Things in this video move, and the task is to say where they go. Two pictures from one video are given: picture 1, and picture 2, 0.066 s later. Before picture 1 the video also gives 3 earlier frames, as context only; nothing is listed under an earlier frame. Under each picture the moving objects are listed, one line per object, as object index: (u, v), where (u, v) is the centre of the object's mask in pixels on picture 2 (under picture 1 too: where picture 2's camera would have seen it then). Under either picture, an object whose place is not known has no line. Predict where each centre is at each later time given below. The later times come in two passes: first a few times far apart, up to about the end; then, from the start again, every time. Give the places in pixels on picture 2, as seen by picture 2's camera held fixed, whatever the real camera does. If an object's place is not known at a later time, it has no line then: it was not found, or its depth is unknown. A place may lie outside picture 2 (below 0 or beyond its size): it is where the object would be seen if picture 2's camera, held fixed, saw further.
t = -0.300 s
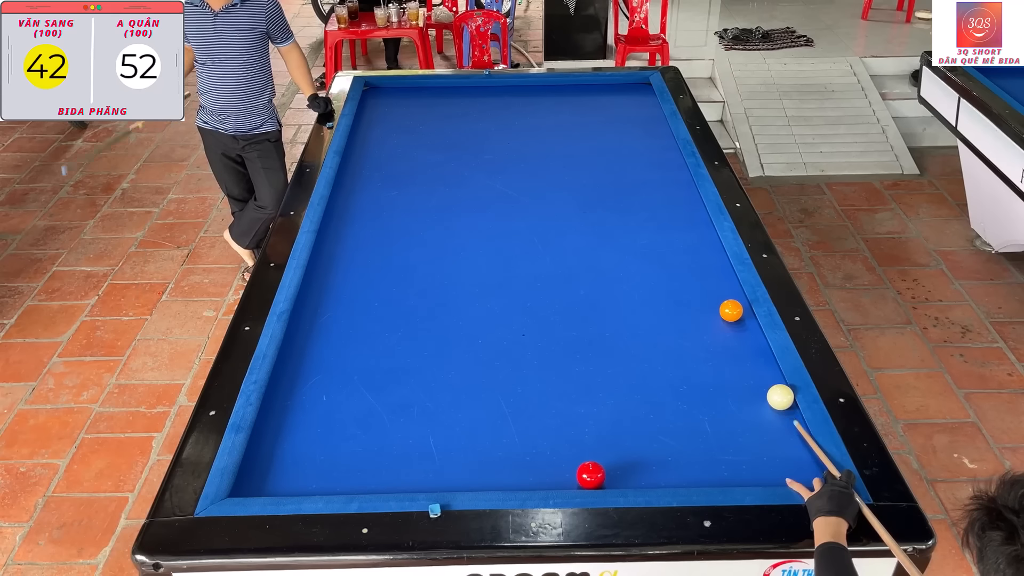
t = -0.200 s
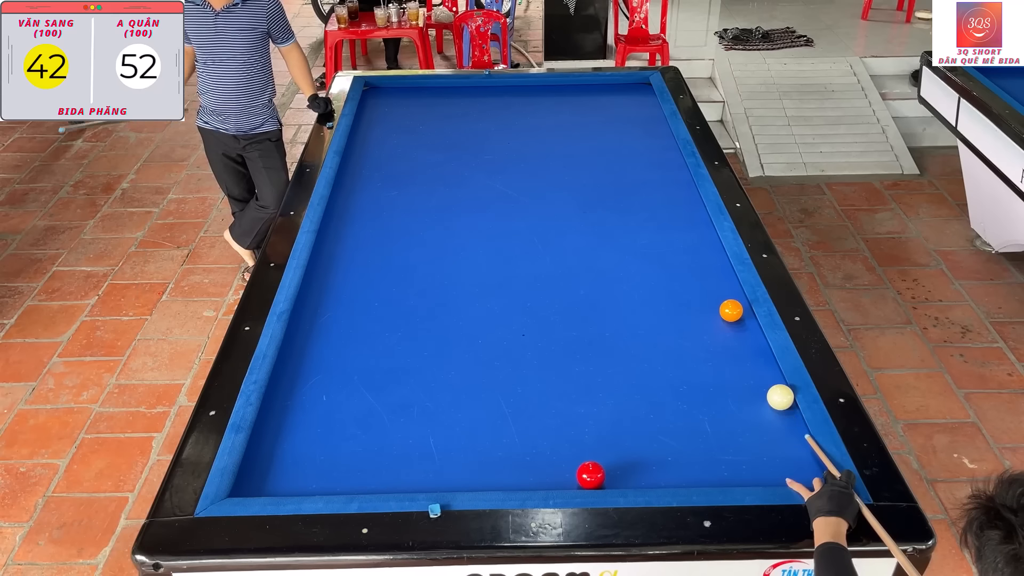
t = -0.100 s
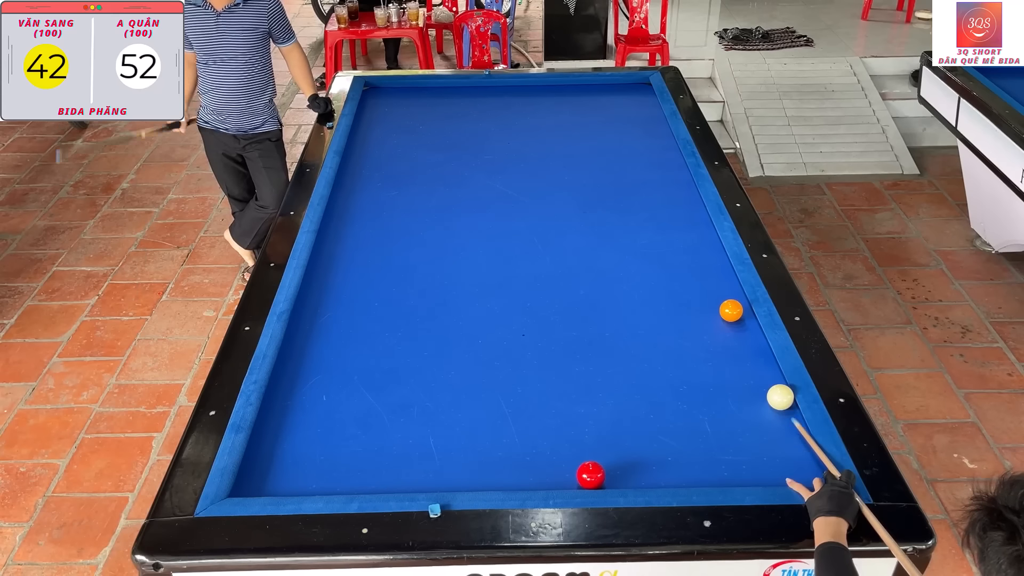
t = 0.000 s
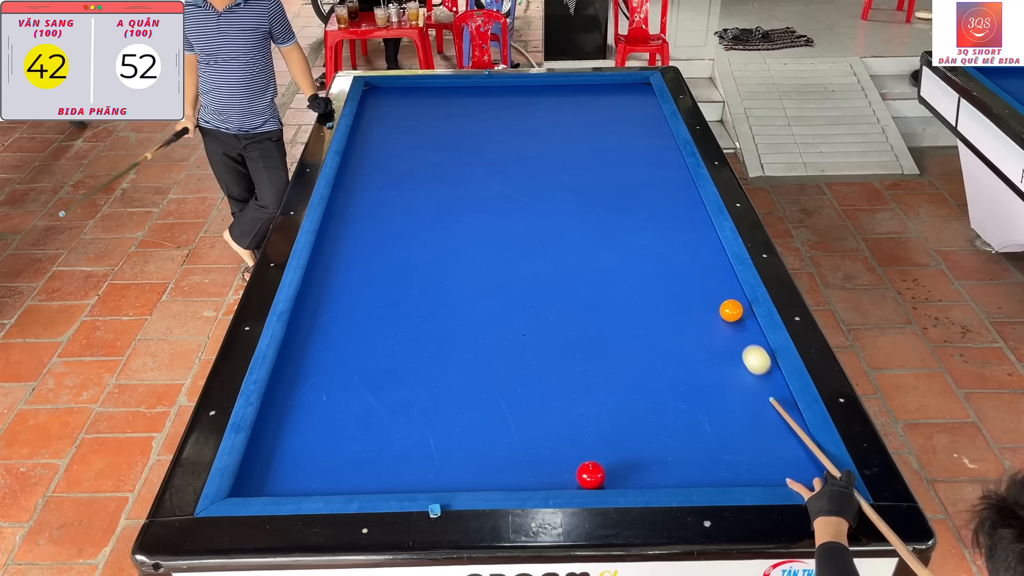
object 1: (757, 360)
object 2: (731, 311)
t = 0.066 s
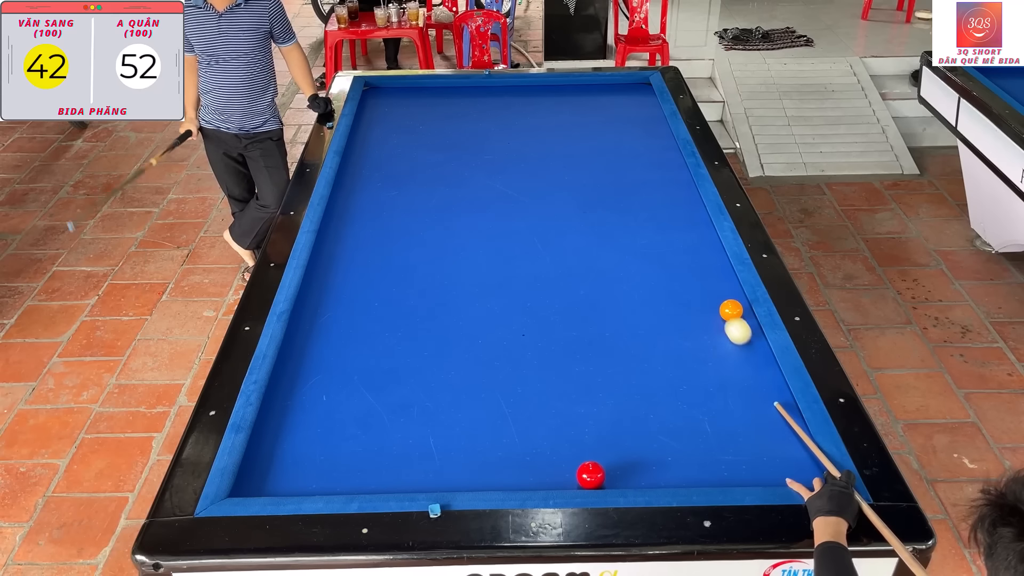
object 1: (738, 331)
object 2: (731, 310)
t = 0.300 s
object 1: (705, 326)
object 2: (712, 249)
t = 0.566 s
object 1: (686, 344)
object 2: (682, 201)
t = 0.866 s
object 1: (665, 365)
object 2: (655, 157)
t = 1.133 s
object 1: (646, 385)
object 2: (636, 125)
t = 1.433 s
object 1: (623, 407)
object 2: (617, 94)
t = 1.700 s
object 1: (603, 428)
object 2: (609, 90)
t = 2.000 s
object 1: (580, 451)
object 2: (604, 107)
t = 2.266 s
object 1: (556, 470)
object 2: (600, 122)
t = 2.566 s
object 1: (528, 480)
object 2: (595, 140)
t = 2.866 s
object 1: (505, 473)
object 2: (589, 159)
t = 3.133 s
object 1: (486, 466)
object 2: (584, 176)
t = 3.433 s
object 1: (467, 459)
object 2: (578, 198)
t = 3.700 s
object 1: (451, 454)
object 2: (573, 217)
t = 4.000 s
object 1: (435, 448)
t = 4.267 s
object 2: (561, 263)
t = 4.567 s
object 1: (408, 438)
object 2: (553, 290)
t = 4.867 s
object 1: (396, 433)
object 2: (545, 319)
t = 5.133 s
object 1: (387, 430)
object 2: (537, 346)
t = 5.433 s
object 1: (379, 426)
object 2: (527, 380)
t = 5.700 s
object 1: (373, 423)
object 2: (518, 412)
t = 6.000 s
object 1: (367, 420)
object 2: (507, 450)
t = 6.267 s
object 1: (363, 418)
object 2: (497, 481)
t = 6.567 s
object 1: (359, 416)
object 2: (490, 459)
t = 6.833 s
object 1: (356, 415)
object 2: (484, 441)
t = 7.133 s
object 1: (355, 414)
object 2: (479, 423)
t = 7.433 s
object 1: (355, 413)
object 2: (475, 406)
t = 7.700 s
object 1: (355, 413)
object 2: (471, 393)
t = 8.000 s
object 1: (355, 413)
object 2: (467, 379)
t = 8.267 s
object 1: (355, 413)
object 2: (464, 368)
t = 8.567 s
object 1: (355, 413)
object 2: (462, 358)
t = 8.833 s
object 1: (355, 413)
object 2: (459, 349)
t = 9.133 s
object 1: (355, 413)
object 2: (456, 341)
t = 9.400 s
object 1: (355, 413)
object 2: (454, 334)
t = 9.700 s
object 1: (355, 413)
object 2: (452, 328)
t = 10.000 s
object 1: (355, 413)
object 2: (449, 322)
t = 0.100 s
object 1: (731, 323)
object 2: (730, 303)
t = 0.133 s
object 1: (725, 323)
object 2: (728, 294)
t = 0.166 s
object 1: (721, 323)
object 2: (726, 284)
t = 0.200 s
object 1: (716, 323)
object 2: (724, 274)
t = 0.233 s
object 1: (712, 324)
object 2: (722, 265)
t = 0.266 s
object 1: (708, 325)
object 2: (717, 257)
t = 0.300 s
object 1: (705, 326)
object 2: (712, 249)
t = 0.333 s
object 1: (702, 328)
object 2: (707, 242)
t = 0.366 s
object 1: (699, 330)
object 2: (703, 236)
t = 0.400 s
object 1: (697, 332)
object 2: (699, 230)
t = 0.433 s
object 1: (695, 334)
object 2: (696, 224)
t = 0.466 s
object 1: (692, 337)
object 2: (692, 218)
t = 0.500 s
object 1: (690, 339)
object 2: (689, 212)
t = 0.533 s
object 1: (688, 341)
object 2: (685, 206)
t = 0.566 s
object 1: (686, 344)
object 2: (682, 201)
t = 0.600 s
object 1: (683, 346)
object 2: (678, 196)
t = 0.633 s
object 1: (681, 348)
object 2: (675, 190)
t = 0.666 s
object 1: (679, 351)
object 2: (672, 186)
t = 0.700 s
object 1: (676, 353)
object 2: (669, 180)
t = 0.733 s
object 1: (674, 356)
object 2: (666, 176)
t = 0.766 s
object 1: (672, 358)
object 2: (664, 171)
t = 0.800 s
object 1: (669, 360)
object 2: (661, 166)
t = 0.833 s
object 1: (667, 363)
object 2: (658, 162)
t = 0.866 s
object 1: (665, 365)
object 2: (655, 157)
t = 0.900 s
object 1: (662, 367)
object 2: (653, 153)
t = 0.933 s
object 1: (660, 370)
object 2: (650, 149)
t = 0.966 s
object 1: (657, 372)
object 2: (648, 144)
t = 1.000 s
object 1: (655, 375)
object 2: (645, 140)
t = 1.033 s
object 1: (653, 377)
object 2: (643, 136)
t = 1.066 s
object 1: (650, 380)
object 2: (640, 132)
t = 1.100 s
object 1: (648, 382)
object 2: (638, 128)
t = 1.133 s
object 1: (646, 385)
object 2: (636, 125)
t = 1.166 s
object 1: (643, 387)
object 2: (634, 121)
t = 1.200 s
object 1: (641, 389)
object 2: (631, 117)
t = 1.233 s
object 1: (638, 392)
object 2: (629, 114)
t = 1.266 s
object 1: (636, 394)
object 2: (627, 110)
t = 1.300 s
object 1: (633, 397)
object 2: (625, 107)
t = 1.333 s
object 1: (631, 400)
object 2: (623, 103)
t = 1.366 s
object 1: (628, 402)
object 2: (621, 100)
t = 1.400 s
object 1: (626, 405)
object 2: (619, 97)
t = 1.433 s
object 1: (623, 407)
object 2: (617, 94)
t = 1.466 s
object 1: (621, 410)
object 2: (615, 91)
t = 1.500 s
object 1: (618, 412)
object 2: (613, 87)
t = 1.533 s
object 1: (616, 415)
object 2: (612, 84)
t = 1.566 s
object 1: (613, 417)
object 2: (610, 82)
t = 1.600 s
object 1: (611, 420)
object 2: (610, 83)
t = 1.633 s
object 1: (608, 423)
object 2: (609, 86)
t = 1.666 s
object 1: (606, 425)
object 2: (609, 88)
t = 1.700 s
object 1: (603, 428)
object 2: (609, 90)
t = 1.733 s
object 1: (600, 430)
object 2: (608, 93)
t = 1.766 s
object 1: (598, 433)
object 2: (608, 95)
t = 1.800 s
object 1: (595, 436)
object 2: (608, 96)
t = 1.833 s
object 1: (593, 438)
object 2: (607, 98)
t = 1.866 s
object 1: (590, 441)
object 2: (606, 100)
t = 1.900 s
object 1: (588, 443)
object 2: (606, 102)
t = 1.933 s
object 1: (585, 446)
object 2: (605, 104)
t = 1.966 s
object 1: (582, 449)
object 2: (605, 105)
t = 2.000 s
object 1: (580, 451)
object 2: (604, 107)
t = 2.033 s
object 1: (577, 454)
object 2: (604, 109)
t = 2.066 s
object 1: (574, 456)
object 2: (604, 111)
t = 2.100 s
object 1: (571, 459)
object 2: (603, 113)
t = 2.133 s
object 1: (568, 461)
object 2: (602, 115)
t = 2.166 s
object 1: (565, 463)
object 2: (602, 117)
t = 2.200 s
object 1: (562, 466)
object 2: (601, 119)
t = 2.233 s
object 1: (559, 468)
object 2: (601, 120)
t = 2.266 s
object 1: (556, 470)
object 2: (600, 122)
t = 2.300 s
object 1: (553, 472)
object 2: (600, 124)
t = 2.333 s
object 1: (549, 474)
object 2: (599, 126)
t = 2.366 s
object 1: (546, 476)
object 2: (599, 128)
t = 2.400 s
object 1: (543, 477)
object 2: (598, 130)
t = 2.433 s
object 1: (540, 479)
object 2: (597, 132)
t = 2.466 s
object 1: (537, 480)
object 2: (597, 134)
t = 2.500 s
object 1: (533, 481)
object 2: (596, 136)
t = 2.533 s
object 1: (530, 480)
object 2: (596, 138)
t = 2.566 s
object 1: (528, 480)
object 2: (595, 140)
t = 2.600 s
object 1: (525, 479)
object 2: (594, 142)
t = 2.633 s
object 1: (523, 478)
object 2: (594, 144)
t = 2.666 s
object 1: (520, 478)
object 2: (593, 146)
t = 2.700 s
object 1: (517, 477)
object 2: (593, 148)
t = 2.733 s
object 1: (515, 477)
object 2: (592, 150)
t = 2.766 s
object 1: (513, 475)
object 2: (591, 152)
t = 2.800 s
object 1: (510, 475)
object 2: (591, 155)
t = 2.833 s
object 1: (508, 474)
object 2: (590, 157)
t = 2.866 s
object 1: (505, 473)
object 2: (589, 159)
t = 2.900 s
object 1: (503, 472)
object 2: (589, 161)
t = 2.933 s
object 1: (500, 471)
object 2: (588, 163)
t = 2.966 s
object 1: (498, 470)
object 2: (588, 165)
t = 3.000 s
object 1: (496, 469)
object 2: (587, 167)
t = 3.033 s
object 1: (493, 469)
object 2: (586, 170)
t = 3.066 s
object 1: (491, 468)
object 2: (586, 172)
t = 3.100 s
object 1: (489, 467)
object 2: (585, 174)
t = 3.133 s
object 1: (486, 466)
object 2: (584, 176)
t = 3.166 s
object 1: (484, 465)
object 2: (584, 178)
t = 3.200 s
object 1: (482, 465)
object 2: (583, 181)
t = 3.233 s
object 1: (480, 464)
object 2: (582, 183)
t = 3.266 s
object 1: (478, 463)
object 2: (582, 185)
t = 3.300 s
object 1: (475, 462)
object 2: (581, 188)
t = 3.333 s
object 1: (473, 461)
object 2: (580, 190)
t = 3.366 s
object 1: (471, 461)
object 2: (580, 193)
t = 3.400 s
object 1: (469, 460)
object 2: (579, 195)
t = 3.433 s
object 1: (467, 459)
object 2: (578, 198)
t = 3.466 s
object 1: (465, 458)
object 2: (578, 200)
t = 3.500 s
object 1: (463, 458)
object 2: (577, 202)
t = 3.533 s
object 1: (461, 457)
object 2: (577, 205)
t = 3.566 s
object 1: (459, 456)
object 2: (576, 207)
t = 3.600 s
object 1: (457, 455)
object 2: (575, 210)
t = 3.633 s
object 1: (455, 455)
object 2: (574, 212)
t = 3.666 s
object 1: (453, 454)
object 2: (574, 215)
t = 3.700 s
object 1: (451, 454)
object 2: (573, 217)
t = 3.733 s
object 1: (449, 453)
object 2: (572, 220)
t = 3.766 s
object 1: (447, 452)
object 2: (572, 223)
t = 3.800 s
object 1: (445, 451)
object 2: (571, 225)
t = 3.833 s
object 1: (444, 451)
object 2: (570, 228)
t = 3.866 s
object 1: (442, 450)
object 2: (569, 229)
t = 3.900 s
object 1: (440, 450)
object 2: (569, 227)
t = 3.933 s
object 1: (438, 449)
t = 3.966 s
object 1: (436, 448)
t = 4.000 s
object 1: (435, 448)
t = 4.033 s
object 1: (433, 447)
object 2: (571, 239)
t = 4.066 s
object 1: (431, 446)
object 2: (568, 245)
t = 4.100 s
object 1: (425, 446)
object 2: (564, 249)
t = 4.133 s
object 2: (564, 252)
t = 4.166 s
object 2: (563, 255)
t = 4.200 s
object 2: (562, 258)
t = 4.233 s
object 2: (561, 260)
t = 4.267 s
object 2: (561, 263)
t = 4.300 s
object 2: (560, 266)
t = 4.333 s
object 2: (559, 269)
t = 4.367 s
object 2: (558, 272)
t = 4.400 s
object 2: (557, 275)
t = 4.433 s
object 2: (556, 278)
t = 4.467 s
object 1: (414, 430)
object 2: (556, 281)
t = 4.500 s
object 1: (412, 434)
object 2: (555, 284)
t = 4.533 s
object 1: (410, 437)
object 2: (554, 287)
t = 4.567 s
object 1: (408, 438)
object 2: (553, 290)
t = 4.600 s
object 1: (407, 437)
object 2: (552, 293)
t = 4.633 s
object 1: (405, 437)
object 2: (551, 297)
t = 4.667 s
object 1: (404, 436)
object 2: (550, 300)
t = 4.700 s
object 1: (403, 436)
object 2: (549, 303)
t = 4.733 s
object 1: (401, 435)
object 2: (548, 306)
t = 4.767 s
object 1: (400, 435)
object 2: (548, 309)
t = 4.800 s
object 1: (399, 434)
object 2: (547, 312)
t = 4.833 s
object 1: (397, 434)
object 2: (546, 316)
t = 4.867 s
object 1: (396, 433)
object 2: (545, 319)
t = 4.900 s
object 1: (395, 433)
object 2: (544, 322)
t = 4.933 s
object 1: (394, 432)
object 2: (543, 326)
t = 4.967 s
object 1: (393, 432)
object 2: (542, 329)
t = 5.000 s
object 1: (392, 432)
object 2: (541, 332)
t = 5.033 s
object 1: (391, 431)
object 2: (540, 336)
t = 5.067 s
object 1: (390, 431)
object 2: (539, 339)
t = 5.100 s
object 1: (388, 430)
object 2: (538, 343)
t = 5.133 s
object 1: (387, 430)
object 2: (537, 346)
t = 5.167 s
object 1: (386, 429)
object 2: (536, 350)
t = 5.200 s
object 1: (386, 429)
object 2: (535, 354)
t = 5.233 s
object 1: (385, 428)
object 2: (534, 357)
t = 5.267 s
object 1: (384, 428)
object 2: (533, 361)
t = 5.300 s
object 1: (383, 427)
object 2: (532, 365)
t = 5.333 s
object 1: (382, 427)
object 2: (531, 368)
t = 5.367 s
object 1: (381, 426)
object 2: (529, 372)
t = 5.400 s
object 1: (380, 426)
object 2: (528, 376)
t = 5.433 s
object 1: (379, 426)
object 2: (527, 380)
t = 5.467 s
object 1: (378, 425)
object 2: (526, 384)
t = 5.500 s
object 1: (377, 425)
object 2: (525, 388)
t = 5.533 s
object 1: (377, 425)
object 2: (524, 392)
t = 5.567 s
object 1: (376, 424)
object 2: (523, 395)
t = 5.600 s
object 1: (375, 424)
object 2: (522, 400)
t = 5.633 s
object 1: (374, 424)
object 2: (520, 404)
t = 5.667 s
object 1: (374, 423)
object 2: (520, 408)
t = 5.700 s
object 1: (373, 423)
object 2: (518, 412)
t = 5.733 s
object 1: (372, 423)
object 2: (517, 416)
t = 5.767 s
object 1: (371, 422)
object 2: (516, 420)
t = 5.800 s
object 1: (371, 422)
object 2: (515, 424)
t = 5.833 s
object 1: (370, 422)
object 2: (513, 429)
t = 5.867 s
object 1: (370, 421)
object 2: (512, 433)
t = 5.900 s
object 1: (369, 421)
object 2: (511, 437)
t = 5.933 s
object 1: (368, 420)
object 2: (510, 441)
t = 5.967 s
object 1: (368, 420)
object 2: (508, 446)
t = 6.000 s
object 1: (367, 420)
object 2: (507, 450)
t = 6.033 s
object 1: (367, 420)
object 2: (506, 455)
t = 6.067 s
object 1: (366, 419)
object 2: (505, 459)
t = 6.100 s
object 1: (365, 419)
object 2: (503, 464)
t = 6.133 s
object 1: (365, 419)
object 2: (502, 468)
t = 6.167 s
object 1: (364, 419)
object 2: (501, 473)
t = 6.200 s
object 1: (364, 418)
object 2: (499, 477)
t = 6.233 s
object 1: (363, 418)
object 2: (498, 480)
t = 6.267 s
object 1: (363, 418)
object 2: (497, 481)
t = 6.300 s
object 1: (362, 418)
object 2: (496, 479)
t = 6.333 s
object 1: (362, 418)
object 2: (495, 477)
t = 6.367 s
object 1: (361, 417)
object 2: (494, 474)
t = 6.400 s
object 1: (361, 417)
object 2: (494, 471)
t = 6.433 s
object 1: (360, 417)
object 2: (493, 469)
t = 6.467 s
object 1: (360, 417)
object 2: (492, 466)
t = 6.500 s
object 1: (359, 417)
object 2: (491, 464)
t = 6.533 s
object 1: (359, 416)
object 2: (490, 461)
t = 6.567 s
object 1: (359, 416)
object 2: (490, 459)
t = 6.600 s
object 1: (358, 416)
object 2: (489, 457)
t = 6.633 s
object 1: (358, 416)
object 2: (488, 454)
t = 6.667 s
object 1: (358, 416)
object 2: (488, 452)
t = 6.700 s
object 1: (357, 416)
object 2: (487, 450)
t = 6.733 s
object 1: (357, 415)
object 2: (486, 448)
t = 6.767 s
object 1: (357, 415)
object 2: (486, 445)
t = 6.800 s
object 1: (356, 415)
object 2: (485, 443)
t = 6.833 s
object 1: (356, 415)
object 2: (484, 441)
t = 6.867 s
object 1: (356, 415)
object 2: (484, 439)
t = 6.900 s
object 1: (356, 415)
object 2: (483, 437)
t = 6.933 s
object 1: (356, 415)
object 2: (483, 435)
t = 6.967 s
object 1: (355, 414)
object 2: (482, 432)
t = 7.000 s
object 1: (355, 414)
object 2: (481, 430)
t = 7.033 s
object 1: (355, 414)
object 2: (481, 429)
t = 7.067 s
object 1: (355, 414)
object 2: (480, 426)
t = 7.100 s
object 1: (355, 414)
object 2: (480, 425)
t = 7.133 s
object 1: (355, 414)
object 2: (479, 423)
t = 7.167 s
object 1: (355, 414)
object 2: (479, 421)
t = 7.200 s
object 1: (355, 414)
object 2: (478, 419)
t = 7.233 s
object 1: (355, 414)
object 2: (478, 417)
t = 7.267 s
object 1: (355, 413)
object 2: (477, 415)
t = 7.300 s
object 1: (355, 413)
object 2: (477, 413)
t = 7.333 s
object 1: (355, 413)
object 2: (476, 411)
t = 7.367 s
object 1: (355, 413)
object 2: (476, 409)
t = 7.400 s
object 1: (355, 413)
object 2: (475, 408)
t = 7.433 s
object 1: (355, 413)
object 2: (475, 406)
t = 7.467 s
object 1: (355, 413)
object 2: (474, 404)
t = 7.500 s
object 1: (355, 413)
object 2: (474, 403)
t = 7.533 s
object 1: (355, 413)
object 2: (473, 401)
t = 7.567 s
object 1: (355, 413)
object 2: (473, 399)
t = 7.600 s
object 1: (355, 413)
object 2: (472, 398)
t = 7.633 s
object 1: (355, 413)
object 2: (472, 396)
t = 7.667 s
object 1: (355, 413)
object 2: (471, 394)
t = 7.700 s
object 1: (355, 413)
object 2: (471, 393)
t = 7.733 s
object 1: (355, 413)
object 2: (471, 391)
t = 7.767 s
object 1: (355, 413)
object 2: (470, 390)
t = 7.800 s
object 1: (355, 413)
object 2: (470, 388)
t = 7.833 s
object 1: (355, 413)
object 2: (469, 386)
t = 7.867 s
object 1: (355, 413)
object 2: (469, 385)
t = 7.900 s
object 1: (355, 413)
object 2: (469, 383)
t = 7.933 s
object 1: (355, 413)
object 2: (468, 382)
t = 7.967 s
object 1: (355, 413)
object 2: (468, 381)
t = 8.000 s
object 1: (355, 413)
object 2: (467, 379)
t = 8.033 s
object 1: (355, 413)
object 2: (467, 378)
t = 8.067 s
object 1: (355, 413)
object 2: (467, 376)
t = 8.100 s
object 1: (355, 413)
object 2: (466, 375)
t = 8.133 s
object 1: (355, 413)
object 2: (466, 374)
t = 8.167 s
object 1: (355, 413)
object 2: (466, 372)
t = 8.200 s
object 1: (355, 413)
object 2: (465, 371)
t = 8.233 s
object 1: (355, 413)
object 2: (465, 370)
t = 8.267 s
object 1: (355, 413)
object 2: (464, 368)
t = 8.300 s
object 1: (355, 413)
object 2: (464, 367)
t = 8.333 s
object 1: (355, 413)
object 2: (464, 366)
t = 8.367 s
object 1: (355, 413)
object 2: (464, 365)
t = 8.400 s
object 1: (355, 413)
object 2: (463, 363)
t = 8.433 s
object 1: (355, 413)
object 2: (463, 362)
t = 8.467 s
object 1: (355, 413)
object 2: (463, 361)
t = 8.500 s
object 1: (355, 413)
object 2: (462, 360)
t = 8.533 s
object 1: (355, 413)
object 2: (462, 359)
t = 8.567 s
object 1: (355, 413)
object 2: (462, 358)
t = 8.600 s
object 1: (355, 413)
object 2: (461, 357)
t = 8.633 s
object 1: (355, 413)
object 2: (461, 355)
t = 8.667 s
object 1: (355, 413)
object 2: (461, 354)
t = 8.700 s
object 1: (355, 413)
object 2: (460, 353)
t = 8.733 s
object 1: (355, 413)
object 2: (460, 352)
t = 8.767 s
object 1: (355, 413)
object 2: (460, 351)
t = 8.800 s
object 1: (355, 413)
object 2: (459, 350)
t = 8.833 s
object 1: (355, 413)
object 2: (459, 349)
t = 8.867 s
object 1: (355, 413)
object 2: (459, 348)
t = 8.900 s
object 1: (355, 413)
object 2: (458, 347)
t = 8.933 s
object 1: (355, 413)
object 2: (458, 346)
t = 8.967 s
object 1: (355, 413)
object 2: (458, 345)
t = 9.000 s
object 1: (355, 413)
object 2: (457, 344)
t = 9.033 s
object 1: (355, 413)
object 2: (457, 344)
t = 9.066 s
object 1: (355, 413)
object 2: (457, 343)
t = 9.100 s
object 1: (355, 413)
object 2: (457, 342)
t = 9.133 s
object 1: (355, 413)
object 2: (456, 341)
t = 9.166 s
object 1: (355, 413)
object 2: (456, 340)
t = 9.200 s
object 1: (355, 413)
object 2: (456, 339)
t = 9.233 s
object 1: (355, 413)
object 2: (455, 338)
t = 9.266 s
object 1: (355, 413)
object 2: (455, 338)
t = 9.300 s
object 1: (355, 413)
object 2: (455, 337)
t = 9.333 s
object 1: (355, 413)
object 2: (455, 336)
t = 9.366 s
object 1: (355, 413)
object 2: (454, 335)
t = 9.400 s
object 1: (355, 413)
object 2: (454, 334)
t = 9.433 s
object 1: (355, 413)
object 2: (454, 334)
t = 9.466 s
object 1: (355, 413)
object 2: (453, 333)
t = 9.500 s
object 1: (355, 413)
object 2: (453, 332)
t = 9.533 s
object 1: (355, 413)
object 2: (453, 331)
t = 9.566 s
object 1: (355, 413)
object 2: (453, 331)
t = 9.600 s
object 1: (355, 413)
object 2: (452, 330)
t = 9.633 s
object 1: (355, 413)
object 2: (452, 329)
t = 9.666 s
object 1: (355, 413)
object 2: (452, 329)
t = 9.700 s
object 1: (355, 413)
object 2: (452, 328)
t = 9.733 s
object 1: (355, 413)
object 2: (451, 327)
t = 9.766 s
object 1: (355, 413)
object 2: (451, 327)
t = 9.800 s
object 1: (355, 413)
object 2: (451, 326)
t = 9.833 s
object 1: (355, 413)
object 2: (451, 325)
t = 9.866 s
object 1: (355, 413)
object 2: (450, 325)
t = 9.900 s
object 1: (355, 413)
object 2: (450, 324)
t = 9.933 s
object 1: (355, 413)
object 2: (450, 324)
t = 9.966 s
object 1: (355, 413)
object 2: (450, 323)
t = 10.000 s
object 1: (355, 413)
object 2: (449, 322)
